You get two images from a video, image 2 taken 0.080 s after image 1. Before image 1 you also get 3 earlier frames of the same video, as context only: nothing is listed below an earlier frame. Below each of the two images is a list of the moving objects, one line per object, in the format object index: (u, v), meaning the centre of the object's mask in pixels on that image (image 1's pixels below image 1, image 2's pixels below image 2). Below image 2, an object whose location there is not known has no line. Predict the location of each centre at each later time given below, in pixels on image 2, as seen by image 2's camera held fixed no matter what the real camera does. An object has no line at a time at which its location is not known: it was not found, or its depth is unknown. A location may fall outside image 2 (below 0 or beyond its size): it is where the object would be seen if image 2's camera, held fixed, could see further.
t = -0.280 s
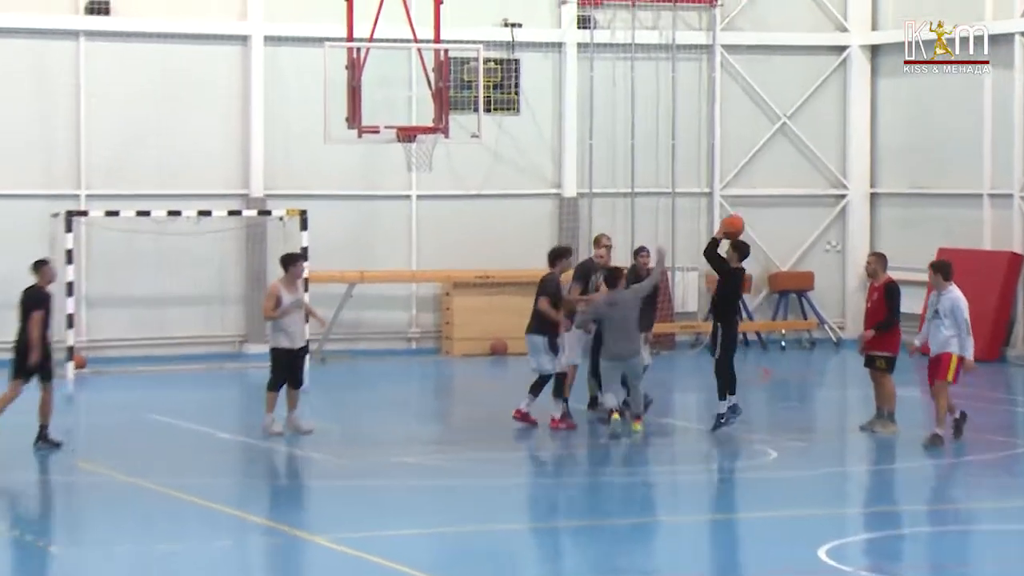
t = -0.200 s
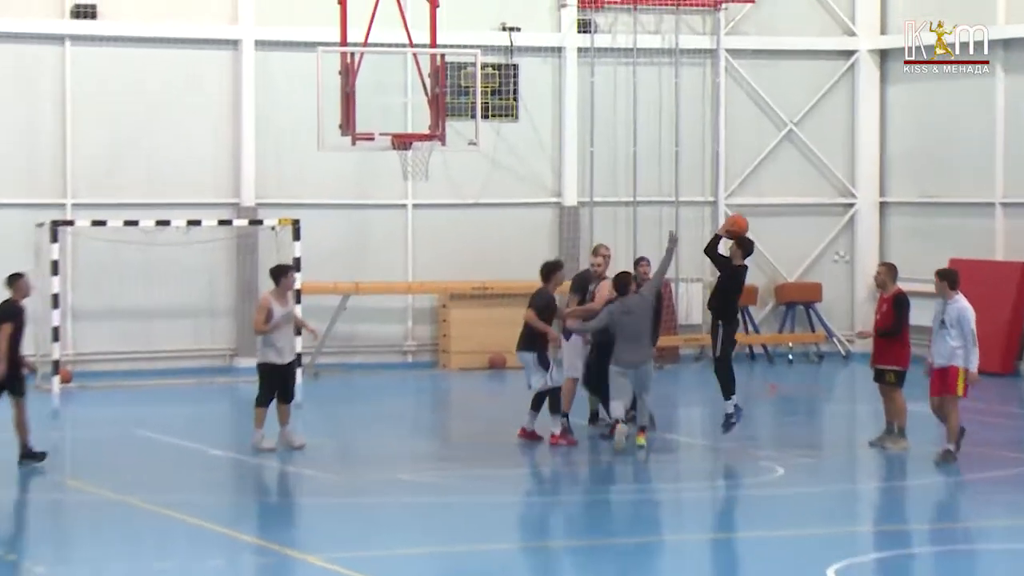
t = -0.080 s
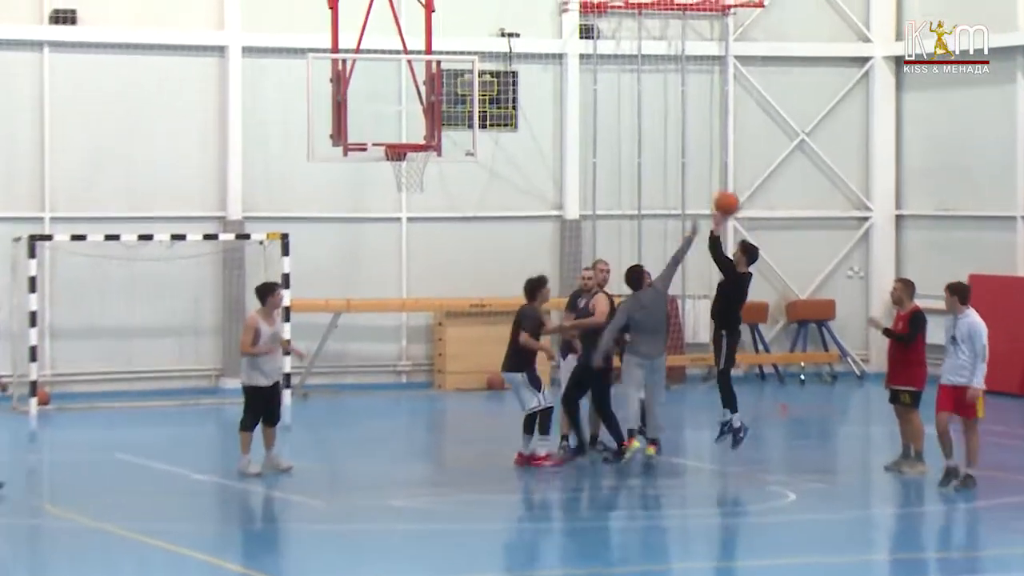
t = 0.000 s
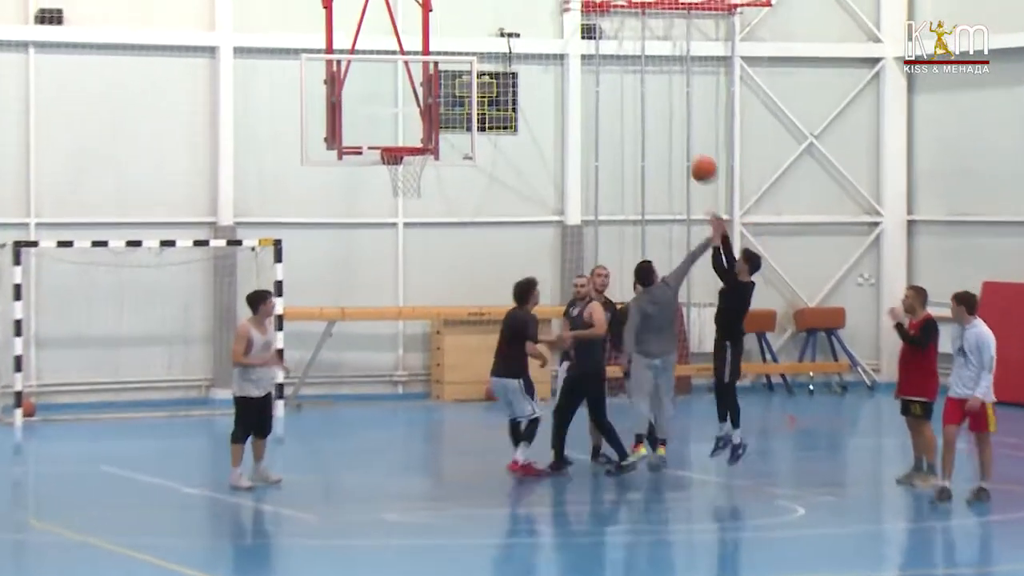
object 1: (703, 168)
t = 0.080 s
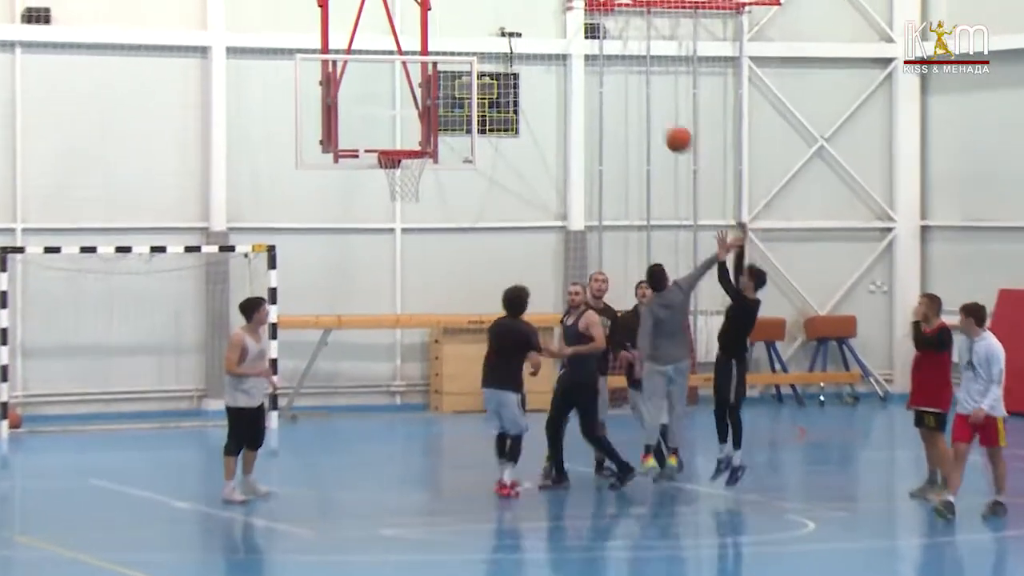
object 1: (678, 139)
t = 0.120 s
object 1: (661, 124)
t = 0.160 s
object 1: (645, 112)
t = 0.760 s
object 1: (423, 132)
